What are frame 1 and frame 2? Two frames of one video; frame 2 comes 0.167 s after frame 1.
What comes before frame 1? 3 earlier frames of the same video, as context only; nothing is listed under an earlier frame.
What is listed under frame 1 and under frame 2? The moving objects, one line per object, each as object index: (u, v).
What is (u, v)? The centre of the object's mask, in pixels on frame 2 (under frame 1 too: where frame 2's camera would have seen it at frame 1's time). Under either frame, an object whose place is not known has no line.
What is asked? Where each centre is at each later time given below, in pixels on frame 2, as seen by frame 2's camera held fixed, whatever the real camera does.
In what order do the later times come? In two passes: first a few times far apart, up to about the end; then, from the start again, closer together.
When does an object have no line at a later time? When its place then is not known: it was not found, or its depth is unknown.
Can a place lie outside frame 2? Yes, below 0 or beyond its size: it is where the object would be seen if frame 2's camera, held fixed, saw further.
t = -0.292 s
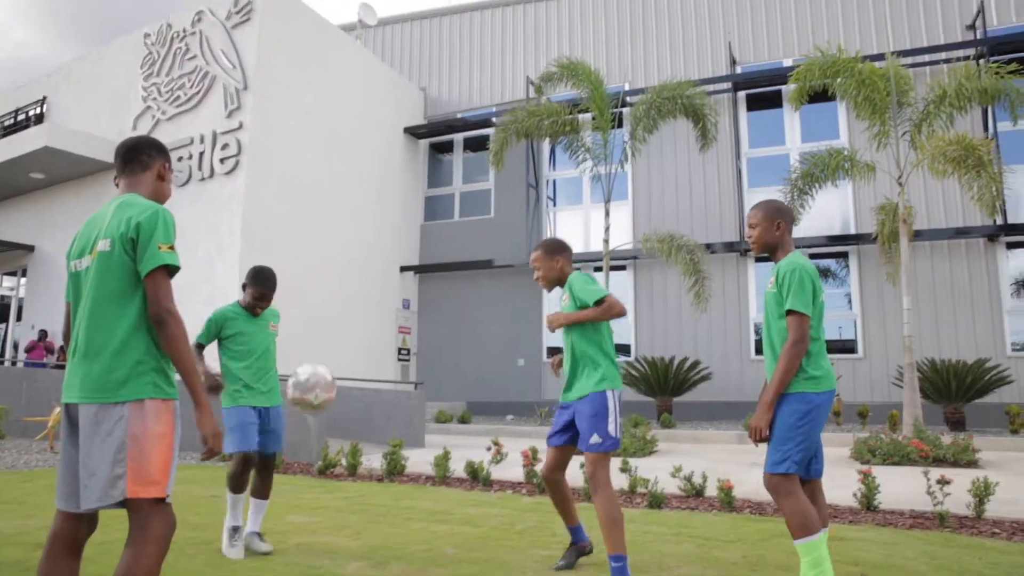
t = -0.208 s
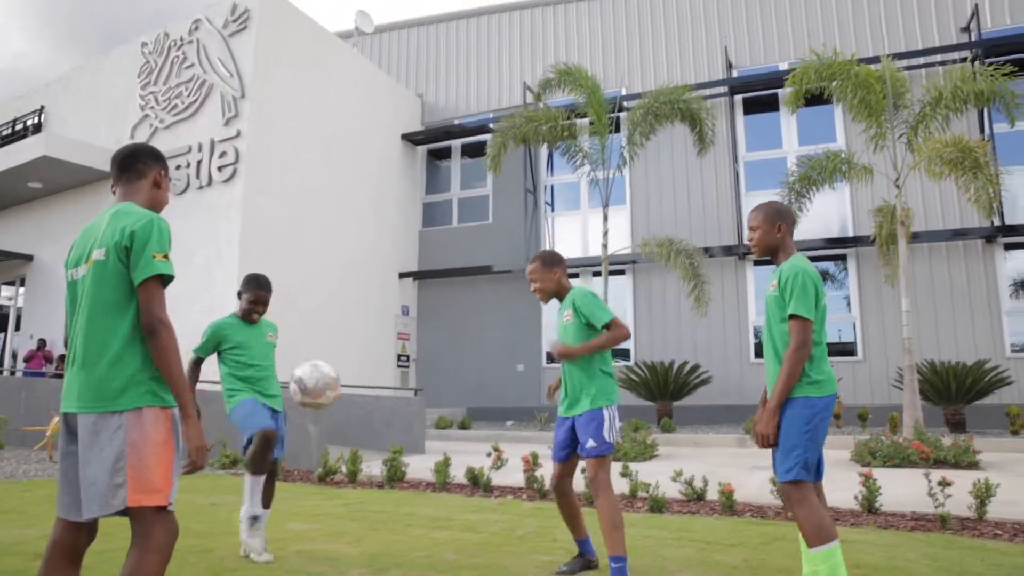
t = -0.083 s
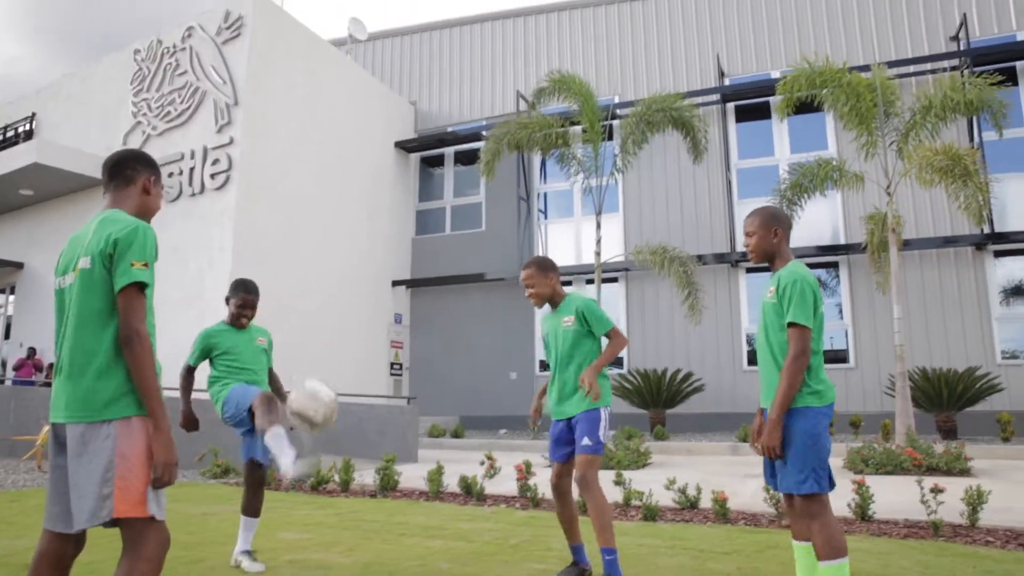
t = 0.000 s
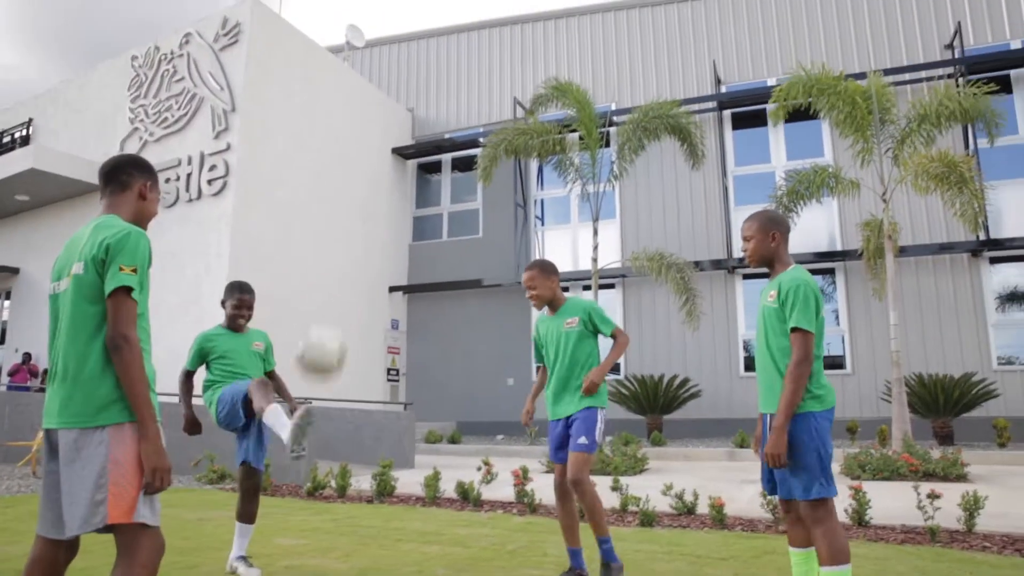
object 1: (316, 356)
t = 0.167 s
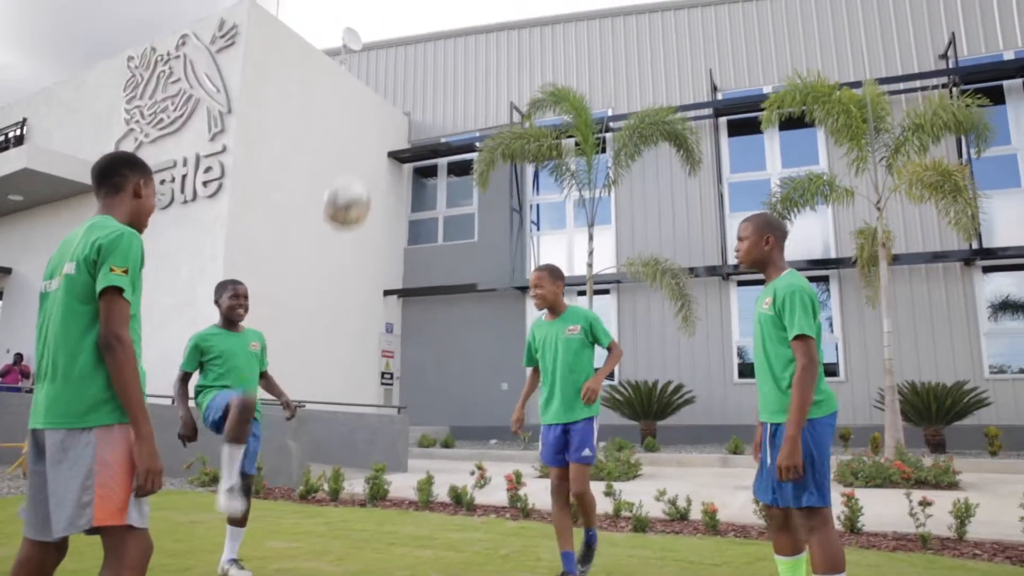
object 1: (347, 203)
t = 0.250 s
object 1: (360, 150)
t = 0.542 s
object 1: (403, 84)
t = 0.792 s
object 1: (435, 161)
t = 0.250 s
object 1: (360, 150)
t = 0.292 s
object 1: (366, 130)
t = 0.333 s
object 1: (373, 113)
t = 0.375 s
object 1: (379, 100)
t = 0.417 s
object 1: (385, 91)
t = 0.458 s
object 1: (391, 85)
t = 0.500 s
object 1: (397, 83)
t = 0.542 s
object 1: (403, 84)
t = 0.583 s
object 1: (408, 88)
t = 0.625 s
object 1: (413, 95)
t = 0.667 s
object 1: (419, 106)
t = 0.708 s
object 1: (424, 120)
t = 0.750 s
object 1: (429, 140)
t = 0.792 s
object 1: (435, 161)
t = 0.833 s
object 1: (440, 187)
